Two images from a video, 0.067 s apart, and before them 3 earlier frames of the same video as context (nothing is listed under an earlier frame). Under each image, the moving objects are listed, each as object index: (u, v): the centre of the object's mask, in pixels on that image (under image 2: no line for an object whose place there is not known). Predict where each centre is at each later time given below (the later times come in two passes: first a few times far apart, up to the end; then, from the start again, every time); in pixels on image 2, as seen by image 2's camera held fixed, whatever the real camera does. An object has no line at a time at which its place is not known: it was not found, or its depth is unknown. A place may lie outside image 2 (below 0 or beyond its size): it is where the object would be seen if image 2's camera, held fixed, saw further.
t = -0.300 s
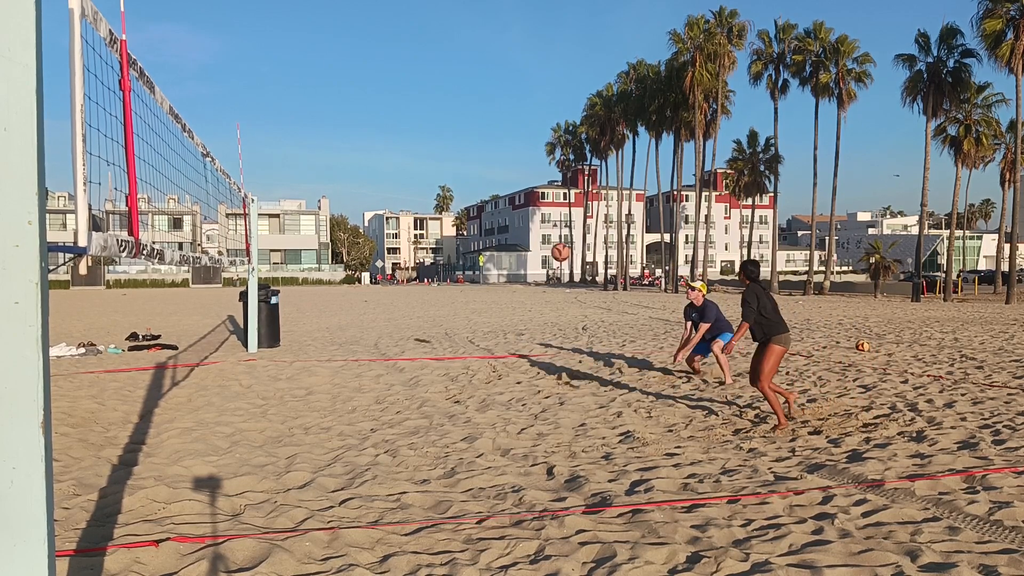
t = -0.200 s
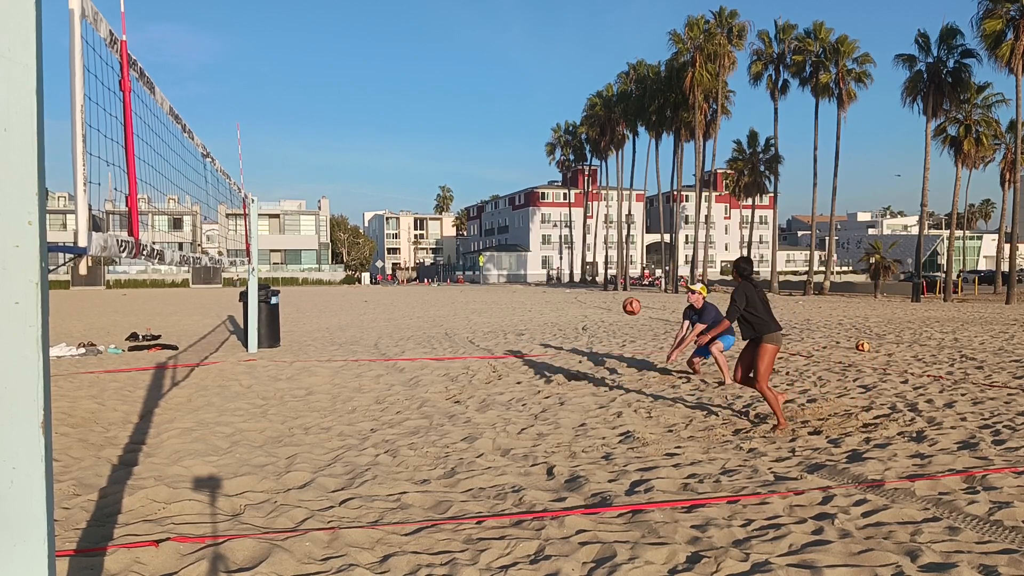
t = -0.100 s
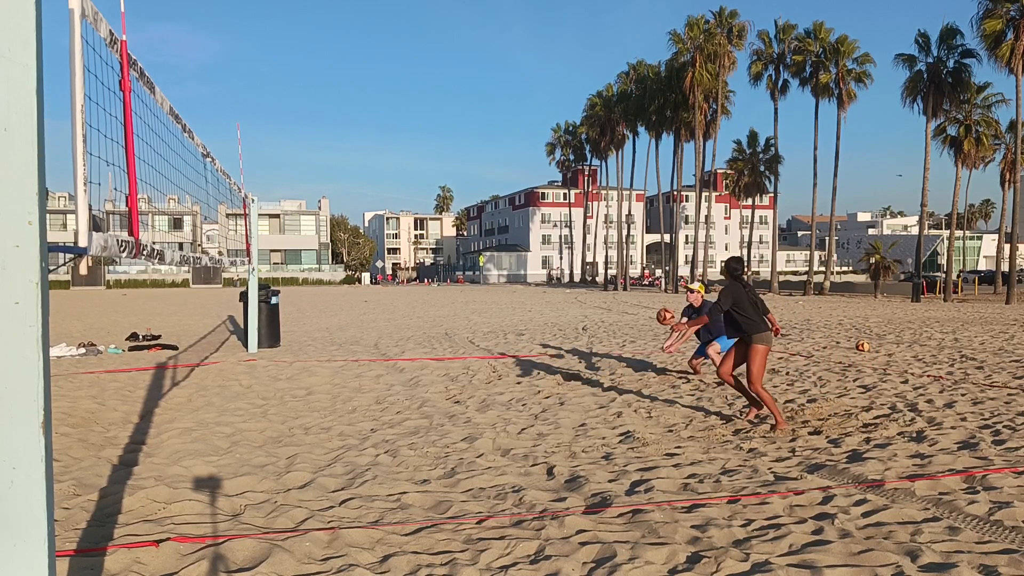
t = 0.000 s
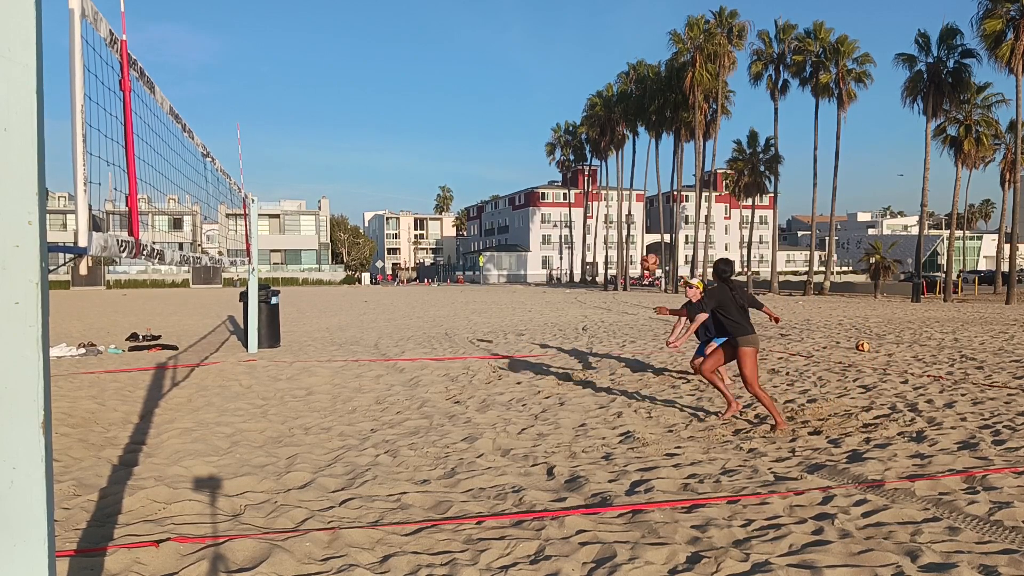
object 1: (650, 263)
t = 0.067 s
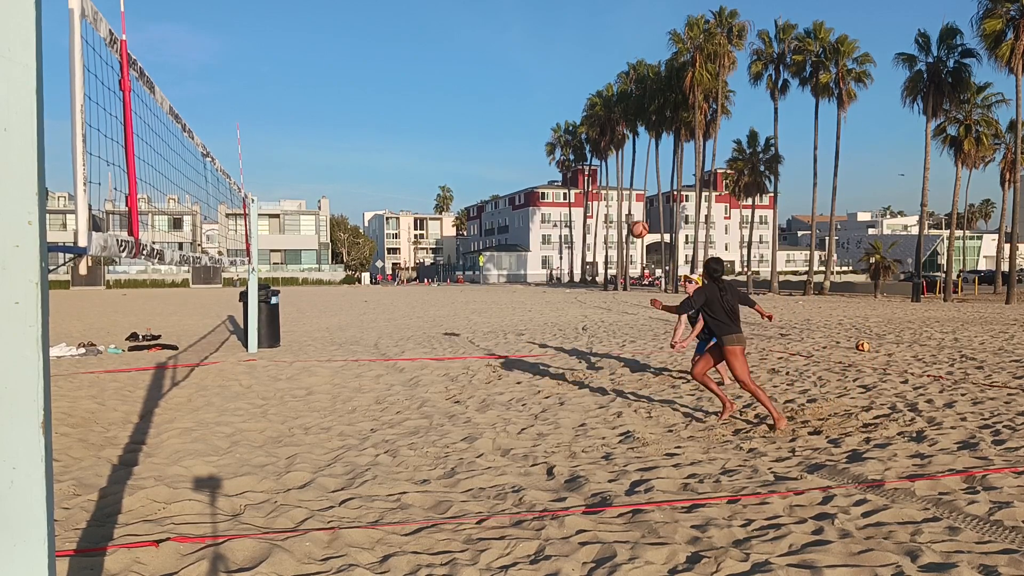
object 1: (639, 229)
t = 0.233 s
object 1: (612, 160)
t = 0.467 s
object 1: (573, 98)
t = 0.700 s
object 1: (532, 83)
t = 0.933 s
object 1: (491, 120)
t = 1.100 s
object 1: (460, 179)
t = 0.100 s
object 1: (633, 214)
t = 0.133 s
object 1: (629, 199)
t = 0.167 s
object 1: (623, 186)
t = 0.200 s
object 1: (617, 172)
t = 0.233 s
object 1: (612, 160)
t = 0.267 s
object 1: (606, 149)
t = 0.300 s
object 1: (601, 138)
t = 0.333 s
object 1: (596, 128)
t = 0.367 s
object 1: (590, 120)
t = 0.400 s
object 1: (584, 111)
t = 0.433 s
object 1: (579, 104)
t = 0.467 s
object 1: (573, 98)
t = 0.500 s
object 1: (567, 93)
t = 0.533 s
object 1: (561, 89)
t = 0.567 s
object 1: (555, 86)
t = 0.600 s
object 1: (550, 83)
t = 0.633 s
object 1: (544, 82)
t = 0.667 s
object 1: (538, 82)
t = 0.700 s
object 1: (532, 83)
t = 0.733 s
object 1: (527, 85)
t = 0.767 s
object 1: (521, 89)
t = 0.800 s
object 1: (515, 93)
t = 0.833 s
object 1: (509, 98)
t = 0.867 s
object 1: (503, 104)
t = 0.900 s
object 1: (497, 112)
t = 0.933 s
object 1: (491, 120)
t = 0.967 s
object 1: (485, 130)
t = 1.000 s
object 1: (479, 141)
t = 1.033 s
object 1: (473, 153)
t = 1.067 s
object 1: (466, 165)
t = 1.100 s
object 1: (460, 179)
